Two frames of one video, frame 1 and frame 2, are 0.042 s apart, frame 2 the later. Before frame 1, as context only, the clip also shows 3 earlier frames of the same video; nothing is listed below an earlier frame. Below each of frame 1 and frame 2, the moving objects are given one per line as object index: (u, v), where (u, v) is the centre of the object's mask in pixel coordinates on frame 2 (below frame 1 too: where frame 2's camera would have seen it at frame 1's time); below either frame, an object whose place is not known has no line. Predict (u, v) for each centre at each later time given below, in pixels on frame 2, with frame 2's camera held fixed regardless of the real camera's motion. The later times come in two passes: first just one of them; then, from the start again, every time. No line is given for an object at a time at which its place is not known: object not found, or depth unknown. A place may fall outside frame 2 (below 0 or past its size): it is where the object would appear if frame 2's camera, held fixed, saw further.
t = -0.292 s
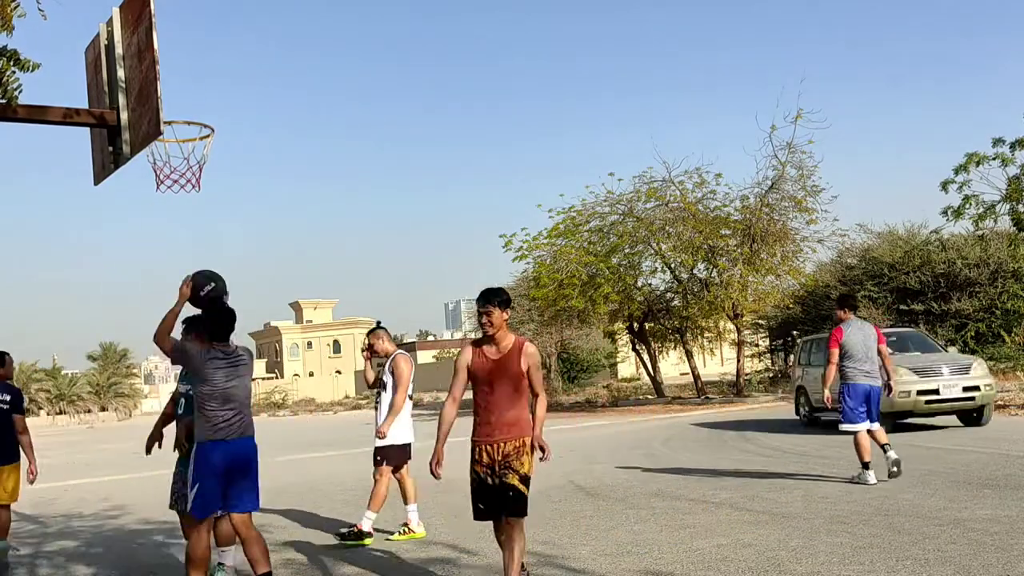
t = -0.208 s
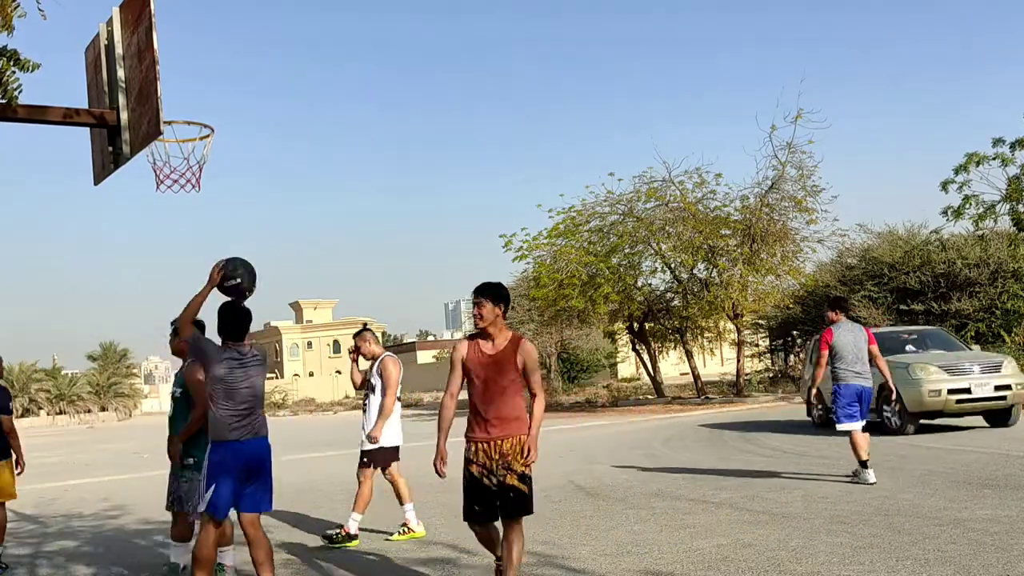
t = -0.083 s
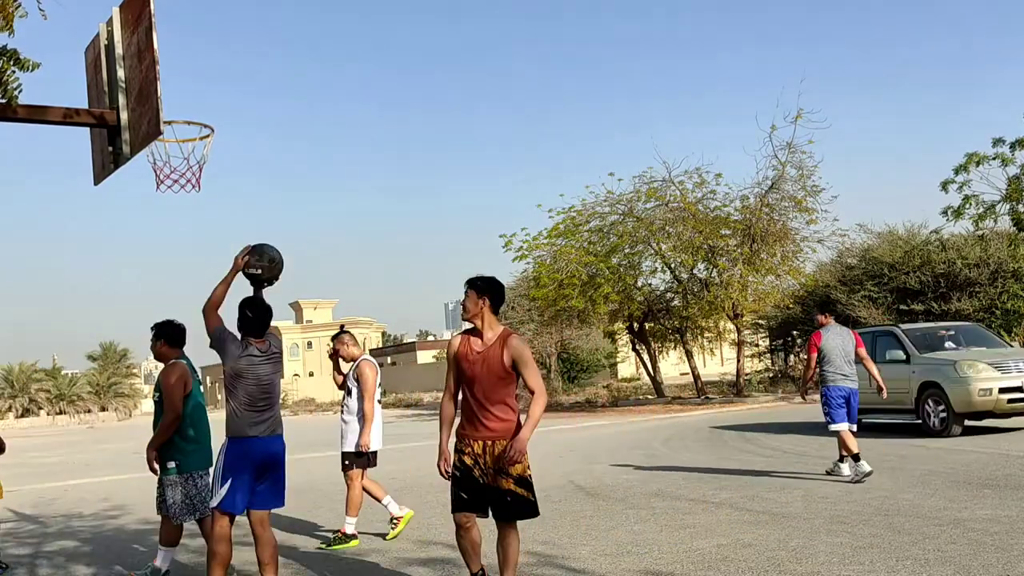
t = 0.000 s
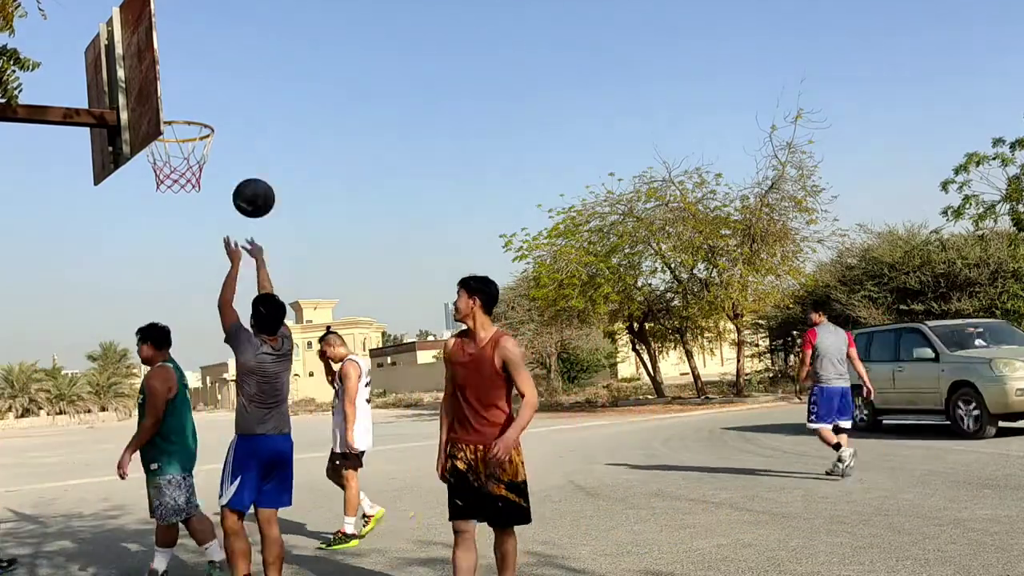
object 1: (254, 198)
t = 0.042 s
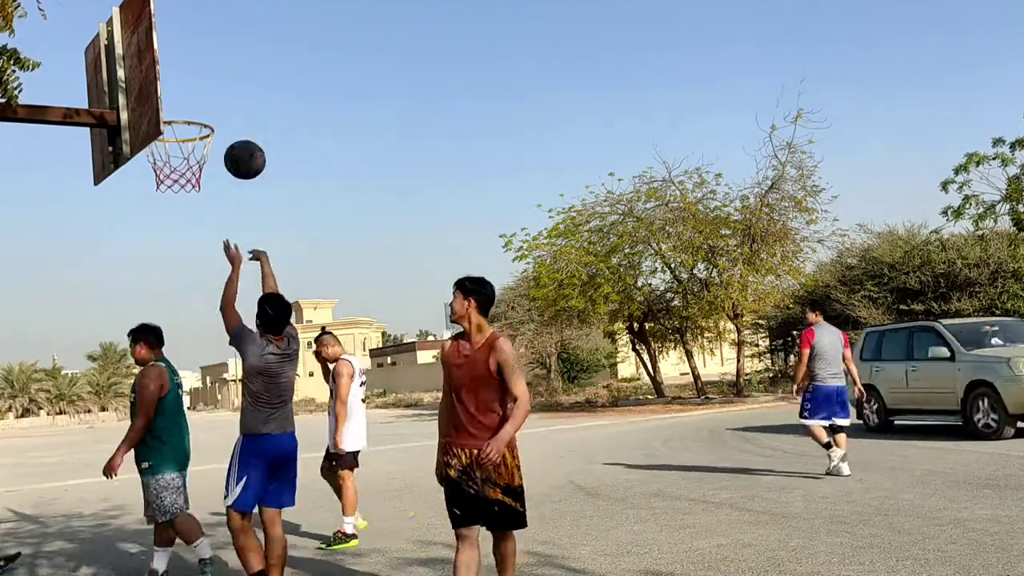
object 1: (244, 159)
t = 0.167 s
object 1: (221, 91)
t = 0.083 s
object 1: (236, 129)
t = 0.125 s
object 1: (228, 106)
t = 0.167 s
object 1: (221, 91)
